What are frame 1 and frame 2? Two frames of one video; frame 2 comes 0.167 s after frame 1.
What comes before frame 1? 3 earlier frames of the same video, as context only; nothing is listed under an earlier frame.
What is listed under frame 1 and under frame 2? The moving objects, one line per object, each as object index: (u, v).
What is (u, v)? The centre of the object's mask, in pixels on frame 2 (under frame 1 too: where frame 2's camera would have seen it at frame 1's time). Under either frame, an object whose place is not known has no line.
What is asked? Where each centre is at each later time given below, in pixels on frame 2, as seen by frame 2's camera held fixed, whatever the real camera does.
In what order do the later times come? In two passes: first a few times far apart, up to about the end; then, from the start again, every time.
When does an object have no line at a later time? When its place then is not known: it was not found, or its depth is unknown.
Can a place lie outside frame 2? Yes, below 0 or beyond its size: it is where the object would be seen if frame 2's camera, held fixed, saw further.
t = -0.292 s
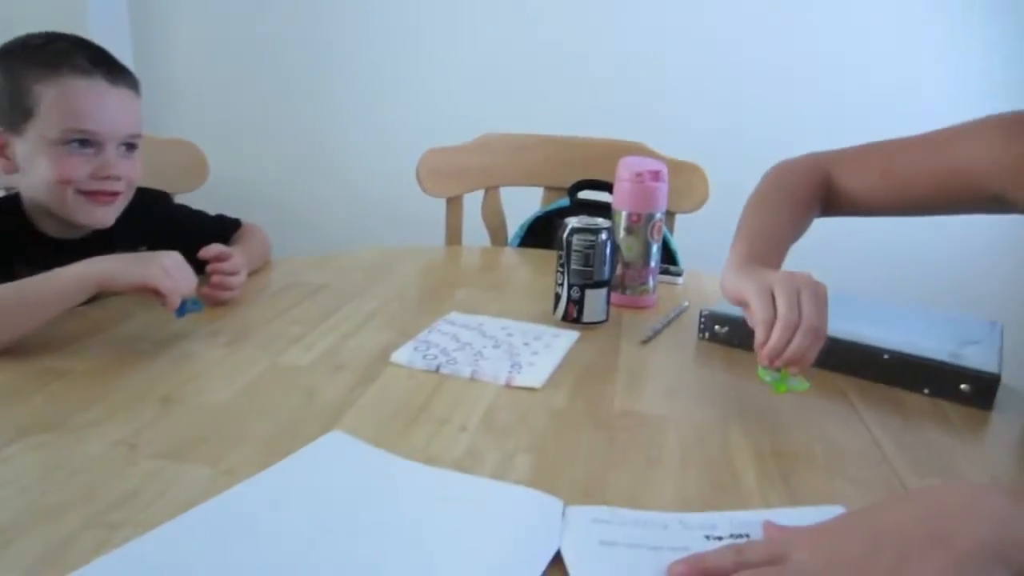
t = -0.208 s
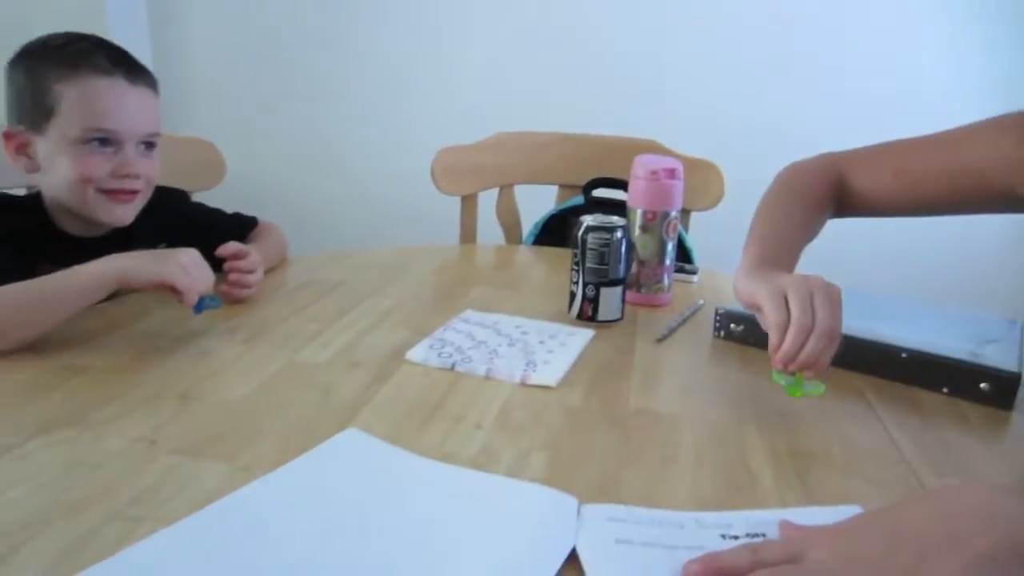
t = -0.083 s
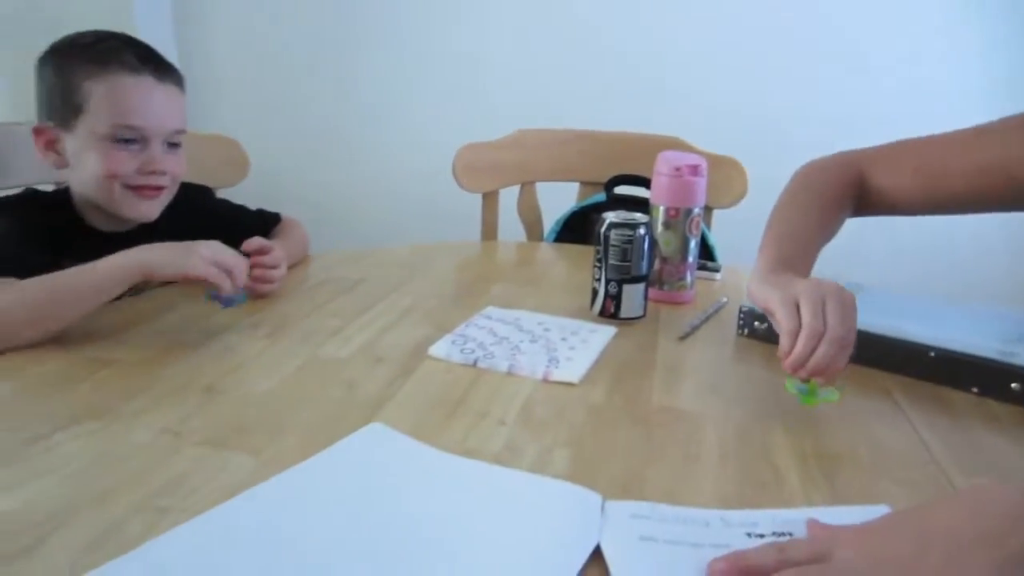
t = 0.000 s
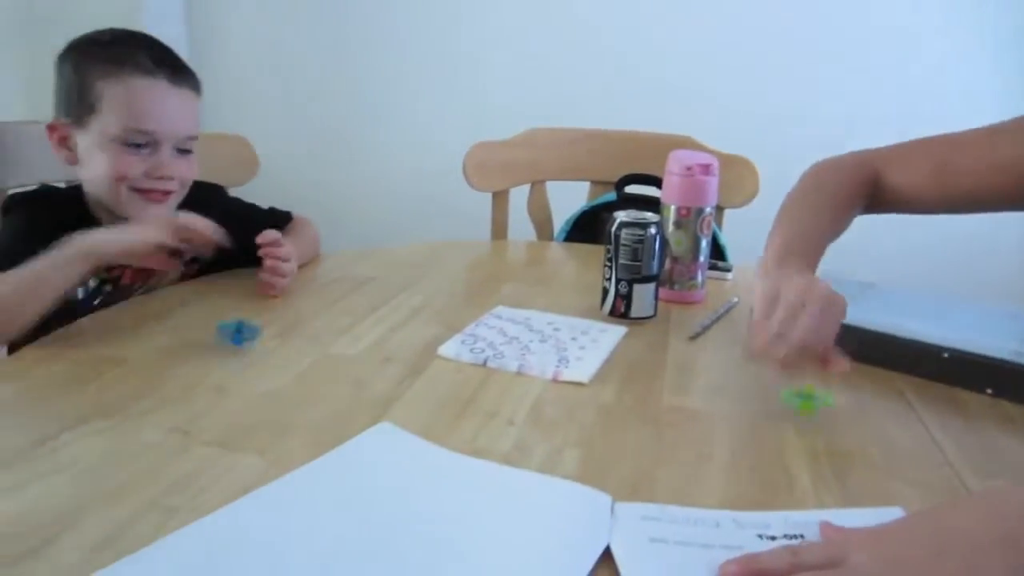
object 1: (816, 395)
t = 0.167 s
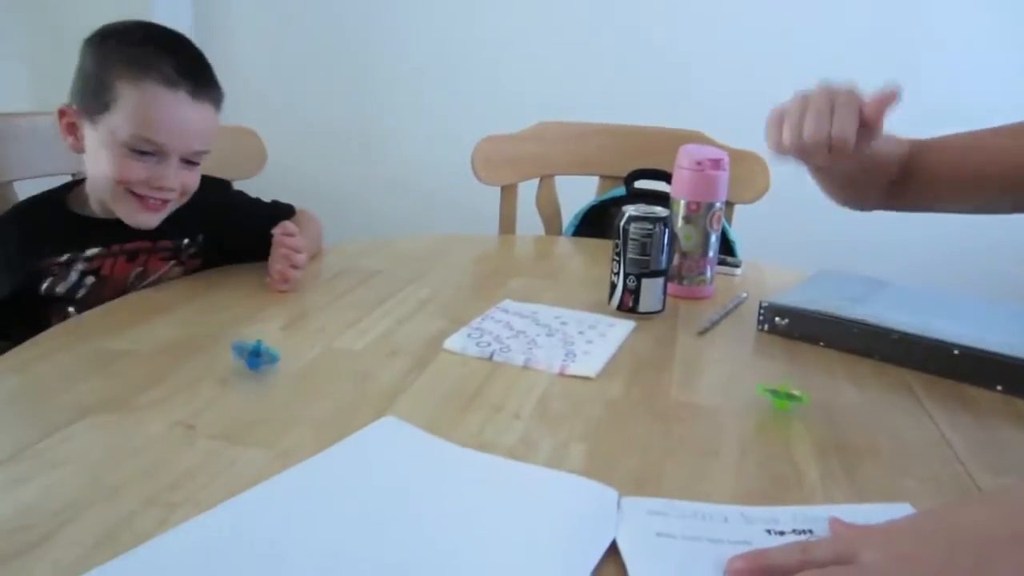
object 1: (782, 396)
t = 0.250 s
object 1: (768, 395)
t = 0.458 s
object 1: (736, 383)
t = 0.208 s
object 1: (777, 396)
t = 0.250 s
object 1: (768, 395)
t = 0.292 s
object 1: (760, 393)
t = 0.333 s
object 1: (754, 391)
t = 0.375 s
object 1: (747, 387)
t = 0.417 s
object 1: (742, 386)
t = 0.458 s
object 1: (736, 383)
